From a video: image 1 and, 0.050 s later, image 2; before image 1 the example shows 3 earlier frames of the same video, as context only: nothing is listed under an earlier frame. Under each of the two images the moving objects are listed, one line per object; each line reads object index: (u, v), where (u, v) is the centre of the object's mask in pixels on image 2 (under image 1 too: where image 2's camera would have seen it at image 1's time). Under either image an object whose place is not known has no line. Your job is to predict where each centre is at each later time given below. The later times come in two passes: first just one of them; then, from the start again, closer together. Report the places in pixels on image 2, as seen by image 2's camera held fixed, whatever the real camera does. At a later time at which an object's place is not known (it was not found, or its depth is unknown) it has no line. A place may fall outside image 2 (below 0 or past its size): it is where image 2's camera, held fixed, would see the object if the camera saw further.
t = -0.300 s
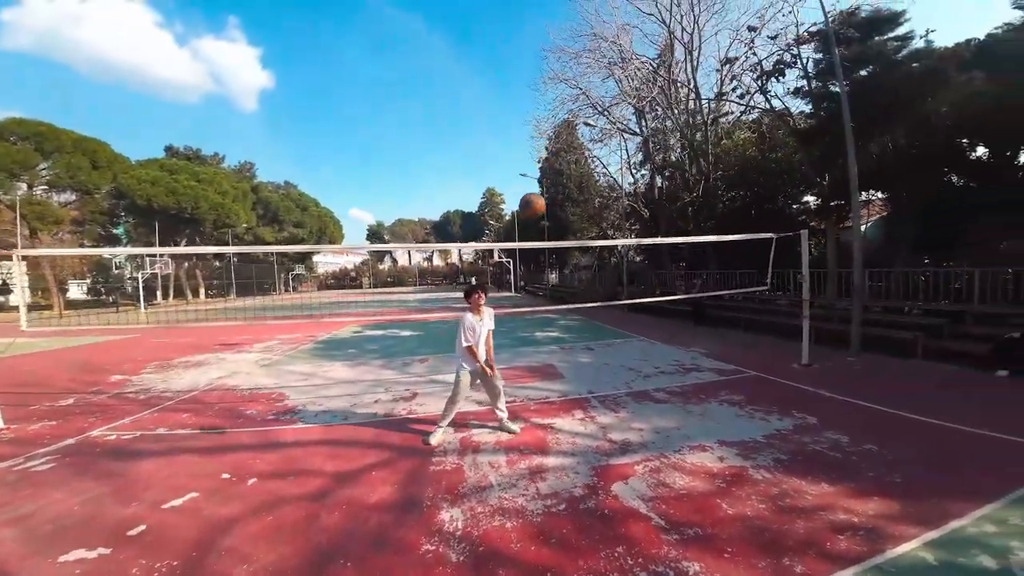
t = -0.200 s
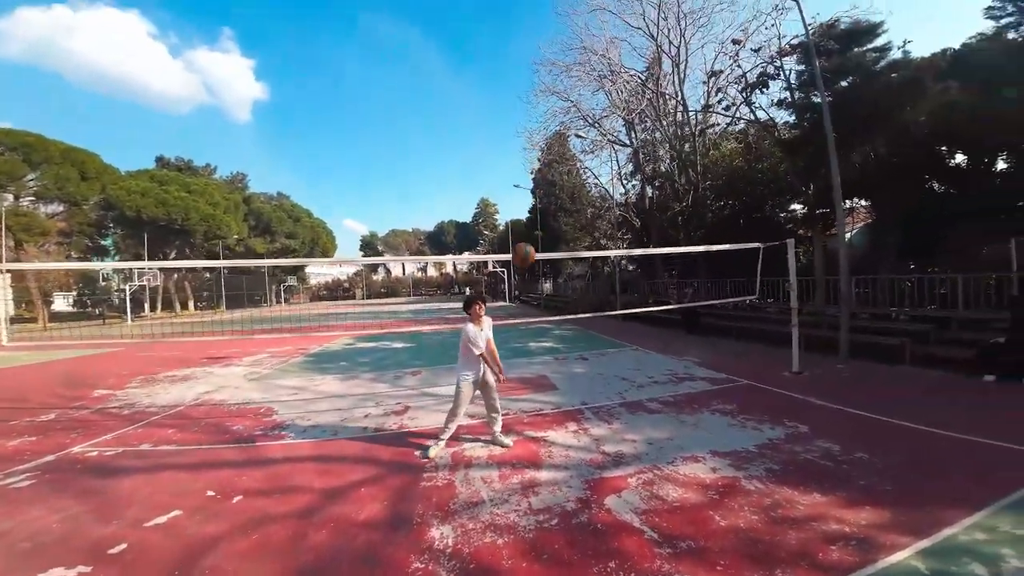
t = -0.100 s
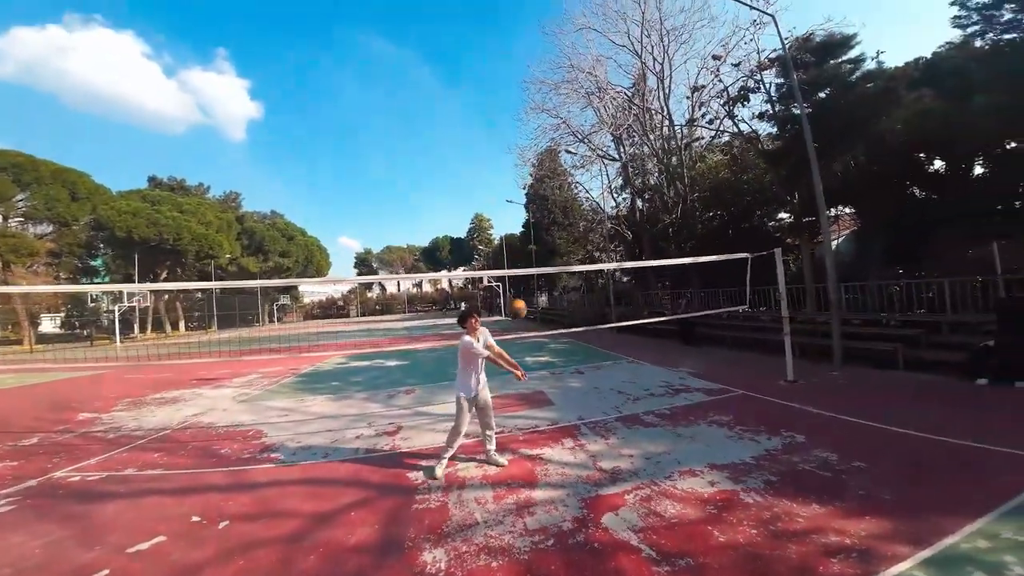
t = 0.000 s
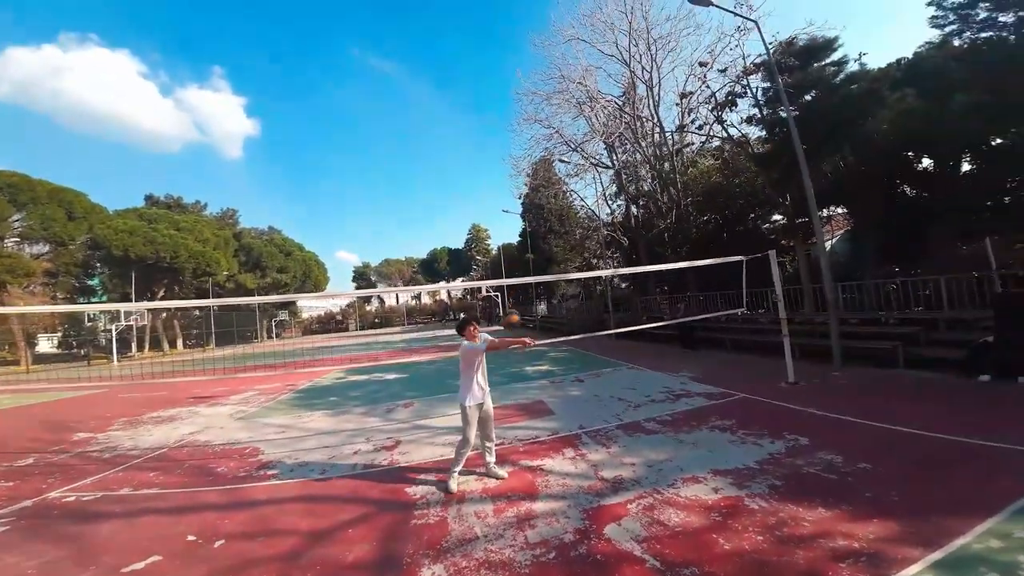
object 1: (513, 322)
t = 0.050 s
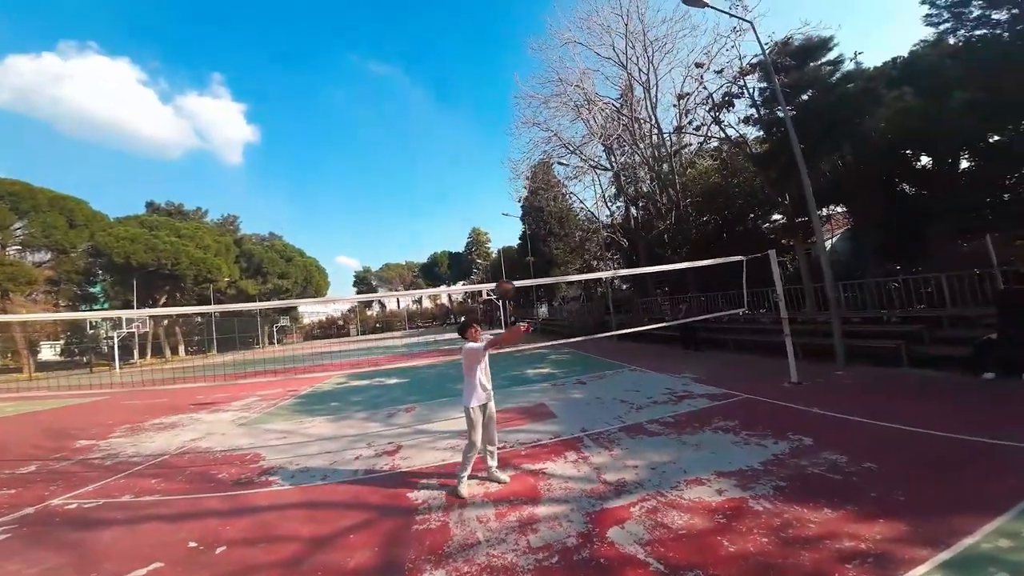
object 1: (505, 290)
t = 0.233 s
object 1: (485, 180)
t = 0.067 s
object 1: (503, 279)
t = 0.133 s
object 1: (495, 238)
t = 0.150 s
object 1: (493, 227)
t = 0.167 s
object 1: (491, 217)
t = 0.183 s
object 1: (489, 208)
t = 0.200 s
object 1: (488, 198)
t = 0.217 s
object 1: (486, 189)
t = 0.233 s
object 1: (485, 180)
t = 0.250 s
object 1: (483, 171)
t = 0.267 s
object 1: (482, 162)
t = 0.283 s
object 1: (481, 153)
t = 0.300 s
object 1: (480, 145)
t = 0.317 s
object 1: (479, 136)
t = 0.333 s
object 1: (478, 128)
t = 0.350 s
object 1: (476, 120)
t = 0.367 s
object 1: (476, 113)
